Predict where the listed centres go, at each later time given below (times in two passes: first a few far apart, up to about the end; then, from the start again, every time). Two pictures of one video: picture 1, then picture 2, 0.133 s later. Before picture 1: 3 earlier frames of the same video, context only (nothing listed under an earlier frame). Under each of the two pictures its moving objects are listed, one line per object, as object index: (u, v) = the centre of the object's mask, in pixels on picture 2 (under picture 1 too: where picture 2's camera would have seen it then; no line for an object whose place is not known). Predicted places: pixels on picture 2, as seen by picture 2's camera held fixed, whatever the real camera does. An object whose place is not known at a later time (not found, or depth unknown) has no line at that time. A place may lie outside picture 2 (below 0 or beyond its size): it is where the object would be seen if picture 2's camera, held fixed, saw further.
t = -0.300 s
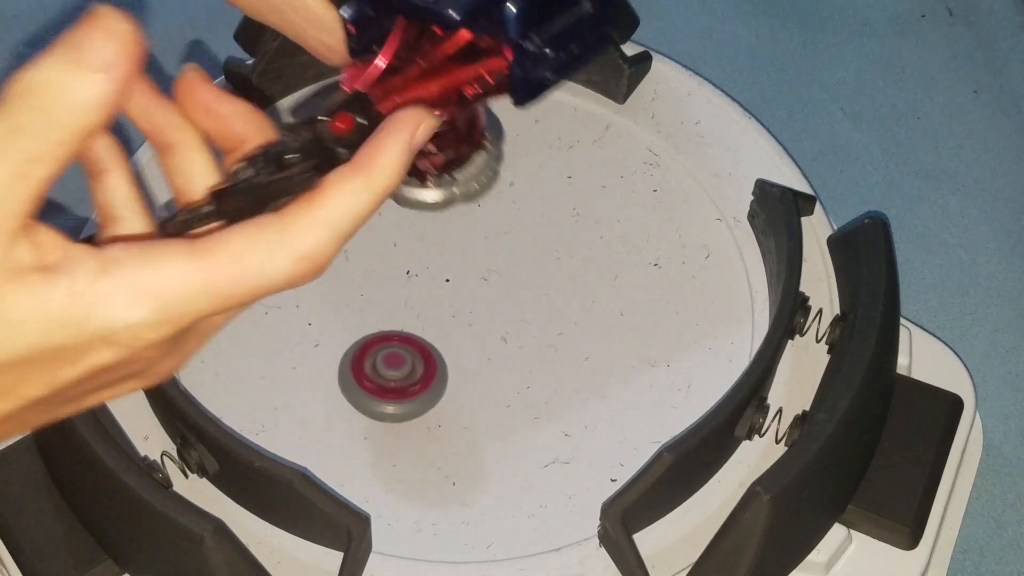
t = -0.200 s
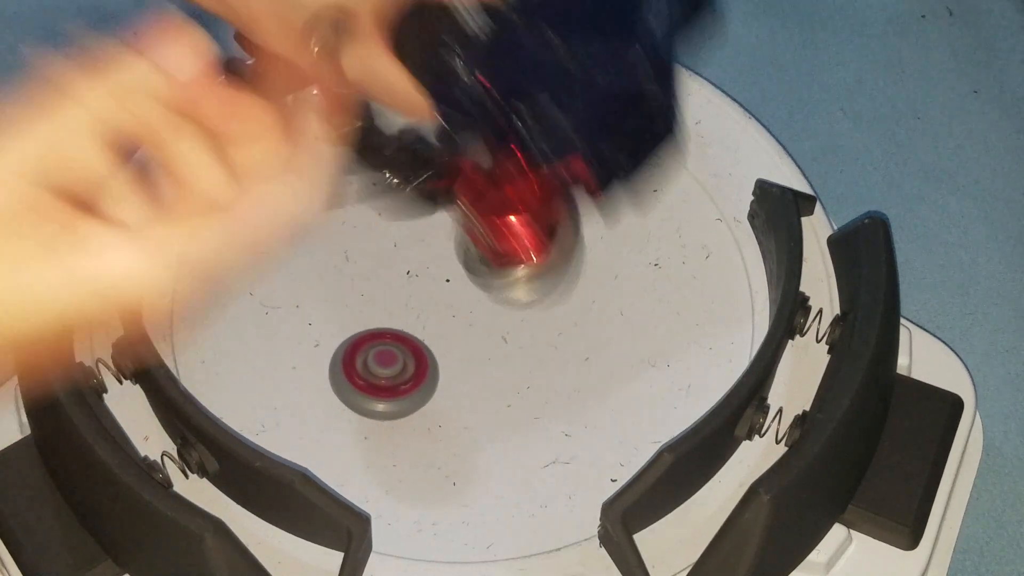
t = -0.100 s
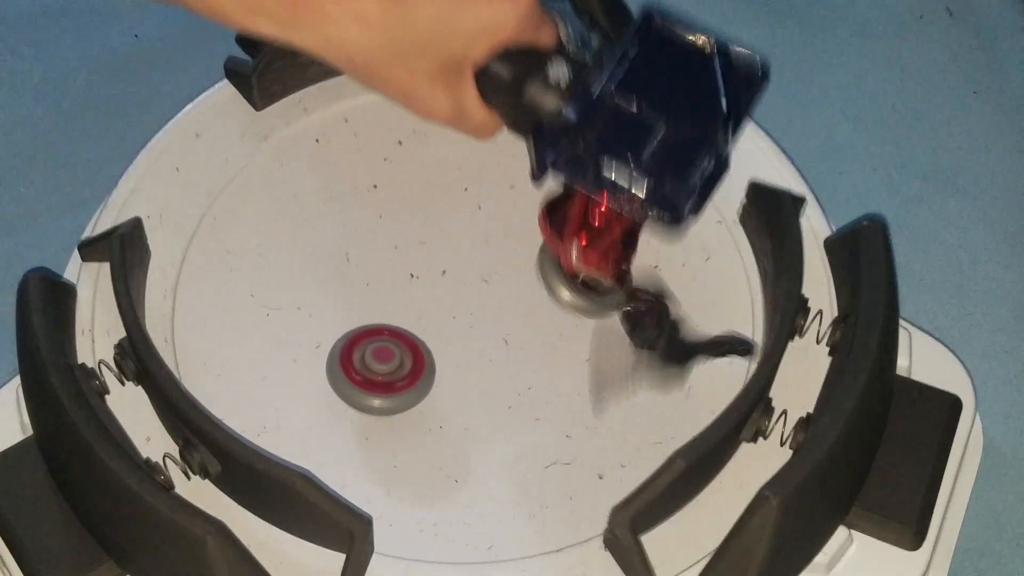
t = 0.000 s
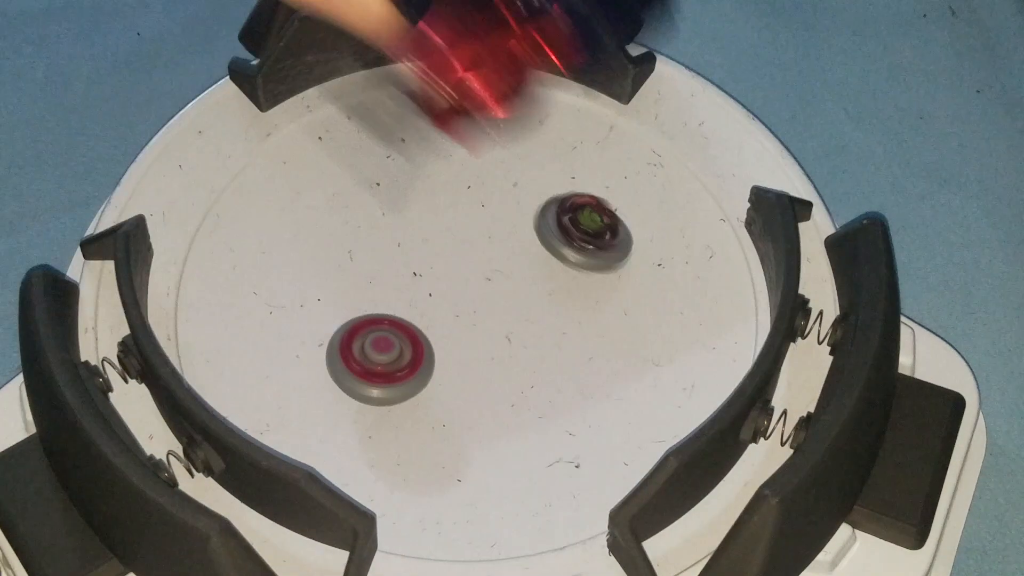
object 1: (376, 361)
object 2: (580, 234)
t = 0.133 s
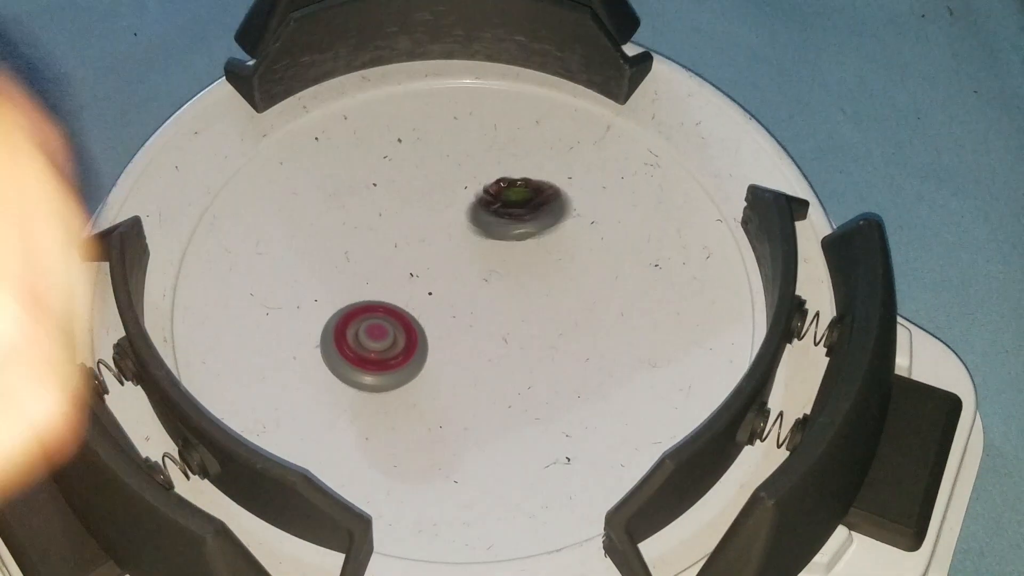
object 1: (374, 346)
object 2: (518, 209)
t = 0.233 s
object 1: (370, 335)
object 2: (442, 236)
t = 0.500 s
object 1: (352, 350)
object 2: (444, 288)
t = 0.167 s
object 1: (372, 342)
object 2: (493, 212)
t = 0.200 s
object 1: (371, 339)
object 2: (467, 222)
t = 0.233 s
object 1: (370, 335)
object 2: (442, 236)
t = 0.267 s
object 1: (370, 331)
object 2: (422, 253)
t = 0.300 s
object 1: (360, 336)
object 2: (415, 262)
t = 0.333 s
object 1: (351, 343)
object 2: (417, 269)
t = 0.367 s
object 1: (347, 345)
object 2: (424, 280)
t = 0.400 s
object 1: (346, 347)
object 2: (432, 286)
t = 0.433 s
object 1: (347, 348)
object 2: (439, 288)
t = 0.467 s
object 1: (349, 350)
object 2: (443, 289)
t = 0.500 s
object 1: (352, 350)
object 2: (444, 288)
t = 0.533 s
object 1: (356, 350)
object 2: (444, 288)
